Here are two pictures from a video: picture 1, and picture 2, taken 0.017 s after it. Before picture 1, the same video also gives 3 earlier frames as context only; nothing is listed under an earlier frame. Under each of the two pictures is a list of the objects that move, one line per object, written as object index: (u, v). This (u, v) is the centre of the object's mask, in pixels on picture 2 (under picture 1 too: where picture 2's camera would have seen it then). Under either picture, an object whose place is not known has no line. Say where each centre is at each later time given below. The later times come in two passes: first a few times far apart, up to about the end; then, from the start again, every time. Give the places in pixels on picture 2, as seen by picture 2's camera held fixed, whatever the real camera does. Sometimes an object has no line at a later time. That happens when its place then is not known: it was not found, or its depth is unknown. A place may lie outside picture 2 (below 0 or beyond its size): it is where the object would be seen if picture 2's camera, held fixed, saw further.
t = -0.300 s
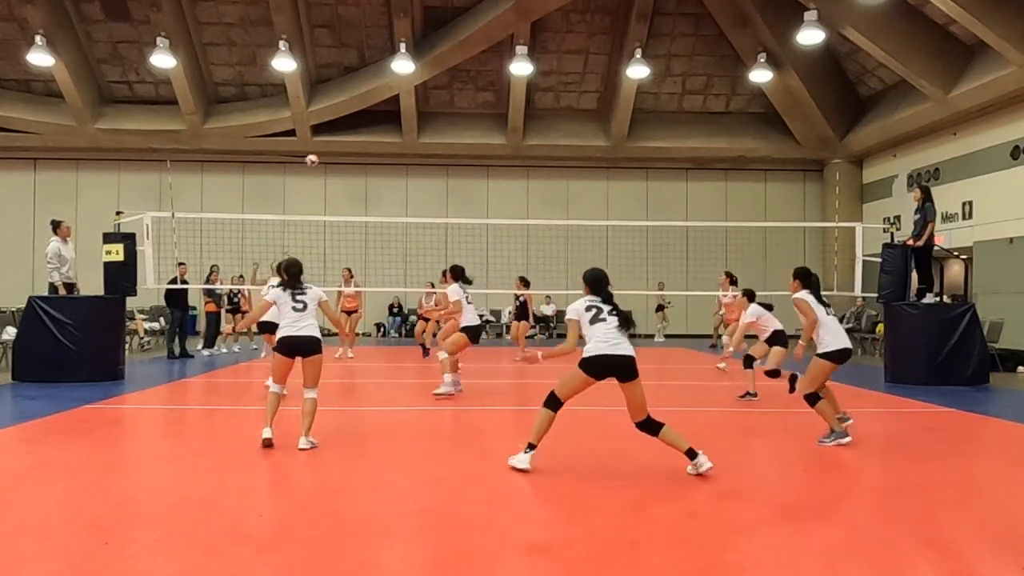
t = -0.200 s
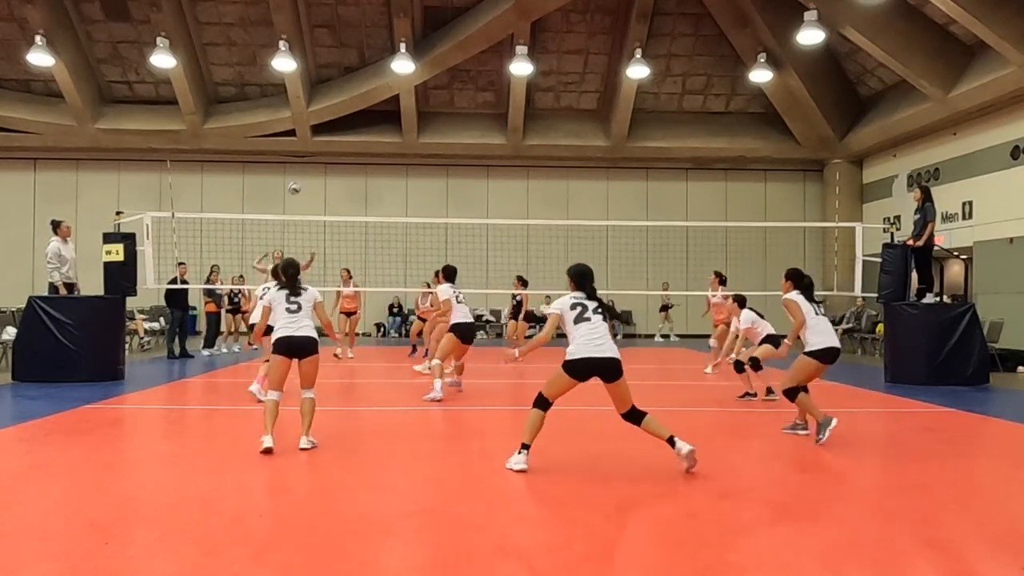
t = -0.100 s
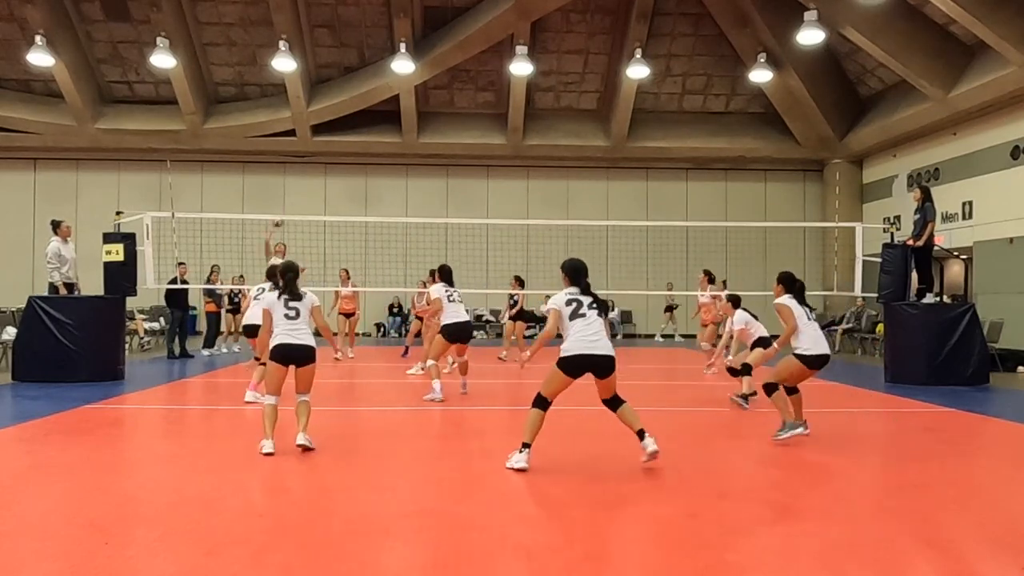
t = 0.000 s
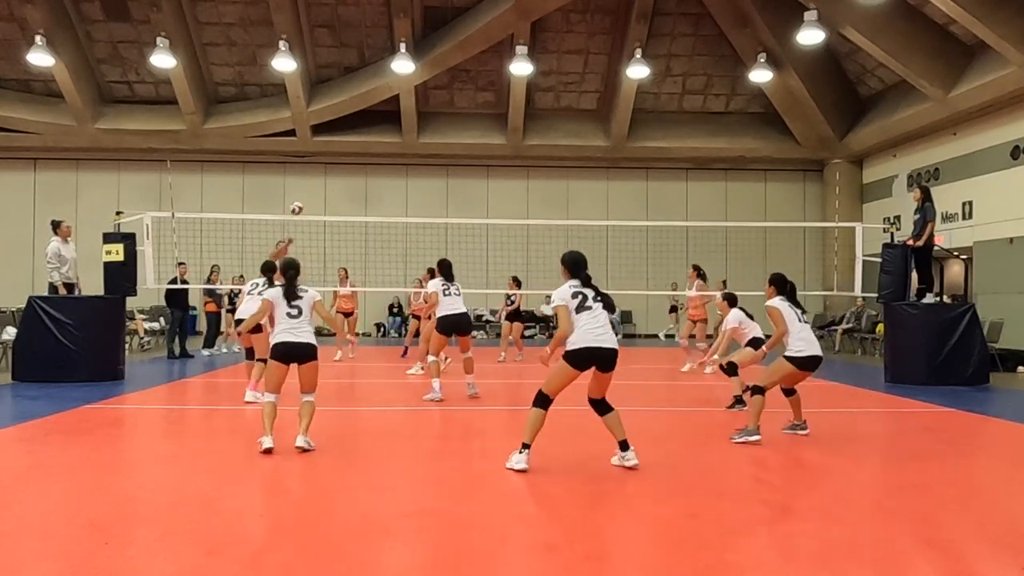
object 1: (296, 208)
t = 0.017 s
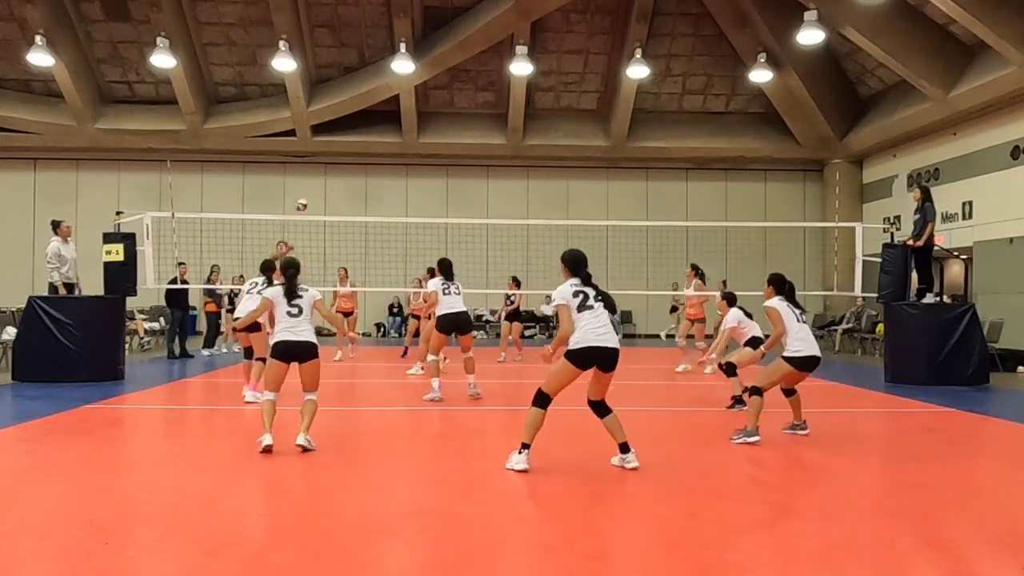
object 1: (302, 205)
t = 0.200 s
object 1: (359, 171)
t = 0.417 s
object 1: (449, 155)
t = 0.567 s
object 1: (533, 163)
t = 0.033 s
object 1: (306, 201)
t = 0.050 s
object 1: (310, 198)
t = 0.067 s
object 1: (315, 194)
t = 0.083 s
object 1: (320, 192)
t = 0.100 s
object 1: (325, 188)
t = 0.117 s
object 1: (331, 185)
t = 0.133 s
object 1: (336, 183)
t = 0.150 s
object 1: (342, 179)
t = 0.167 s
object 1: (348, 177)
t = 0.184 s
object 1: (353, 174)
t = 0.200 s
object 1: (359, 171)
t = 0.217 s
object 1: (365, 170)
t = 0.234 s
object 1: (371, 167)
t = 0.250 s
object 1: (377, 166)
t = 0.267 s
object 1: (383, 163)
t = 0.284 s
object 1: (390, 162)
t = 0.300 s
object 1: (397, 161)
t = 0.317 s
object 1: (404, 160)
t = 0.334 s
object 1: (411, 159)
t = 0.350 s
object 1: (418, 157)
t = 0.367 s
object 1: (425, 157)
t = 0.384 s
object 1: (433, 156)
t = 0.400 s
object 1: (441, 156)
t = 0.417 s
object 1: (449, 155)
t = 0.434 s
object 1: (457, 155)
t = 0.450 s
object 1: (466, 155)
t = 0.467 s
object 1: (474, 155)
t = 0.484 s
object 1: (483, 156)
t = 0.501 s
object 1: (492, 157)
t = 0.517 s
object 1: (502, 157)
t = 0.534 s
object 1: (512, 159)
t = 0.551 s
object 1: (522, 161)
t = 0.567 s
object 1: (533, 163)
